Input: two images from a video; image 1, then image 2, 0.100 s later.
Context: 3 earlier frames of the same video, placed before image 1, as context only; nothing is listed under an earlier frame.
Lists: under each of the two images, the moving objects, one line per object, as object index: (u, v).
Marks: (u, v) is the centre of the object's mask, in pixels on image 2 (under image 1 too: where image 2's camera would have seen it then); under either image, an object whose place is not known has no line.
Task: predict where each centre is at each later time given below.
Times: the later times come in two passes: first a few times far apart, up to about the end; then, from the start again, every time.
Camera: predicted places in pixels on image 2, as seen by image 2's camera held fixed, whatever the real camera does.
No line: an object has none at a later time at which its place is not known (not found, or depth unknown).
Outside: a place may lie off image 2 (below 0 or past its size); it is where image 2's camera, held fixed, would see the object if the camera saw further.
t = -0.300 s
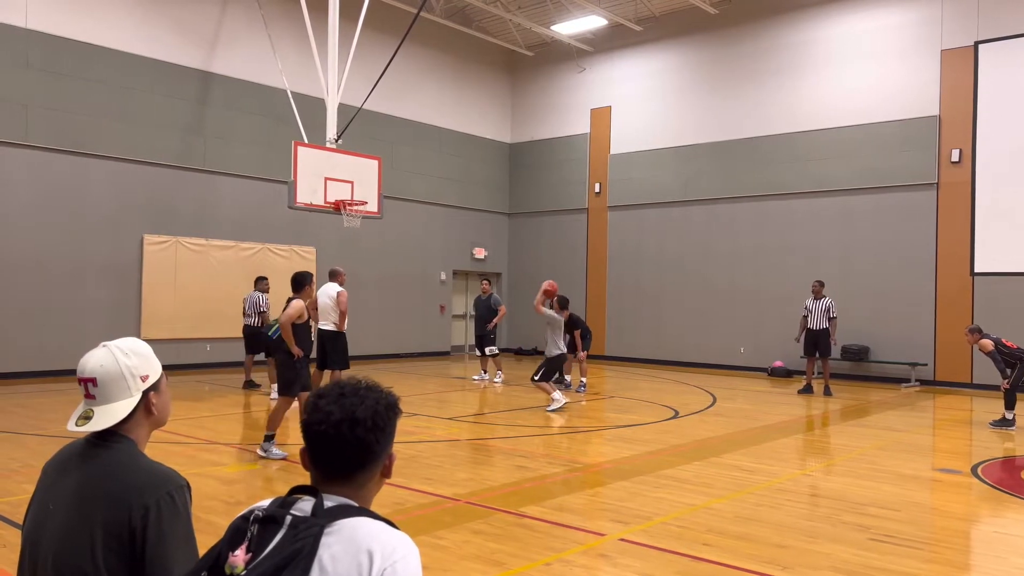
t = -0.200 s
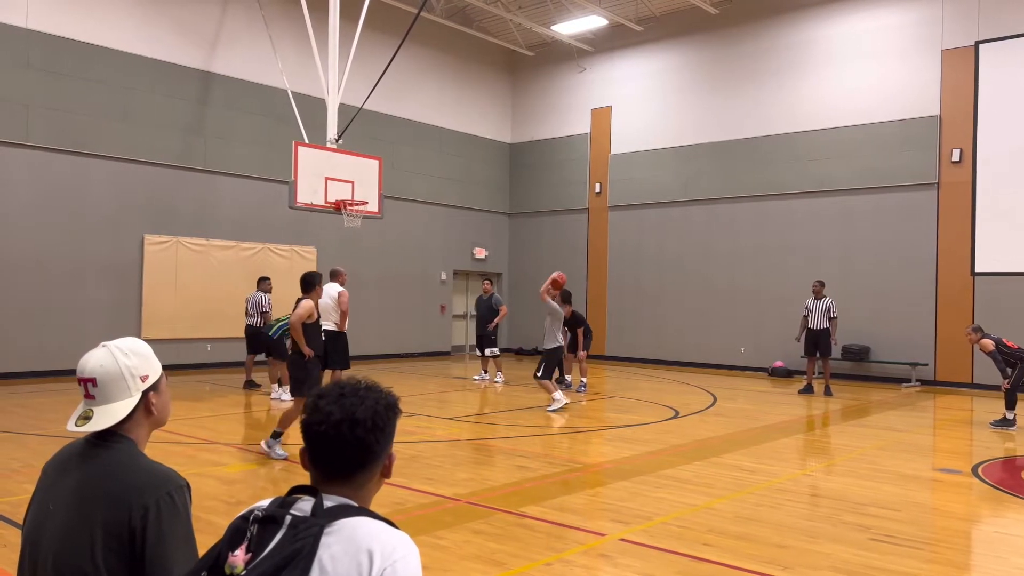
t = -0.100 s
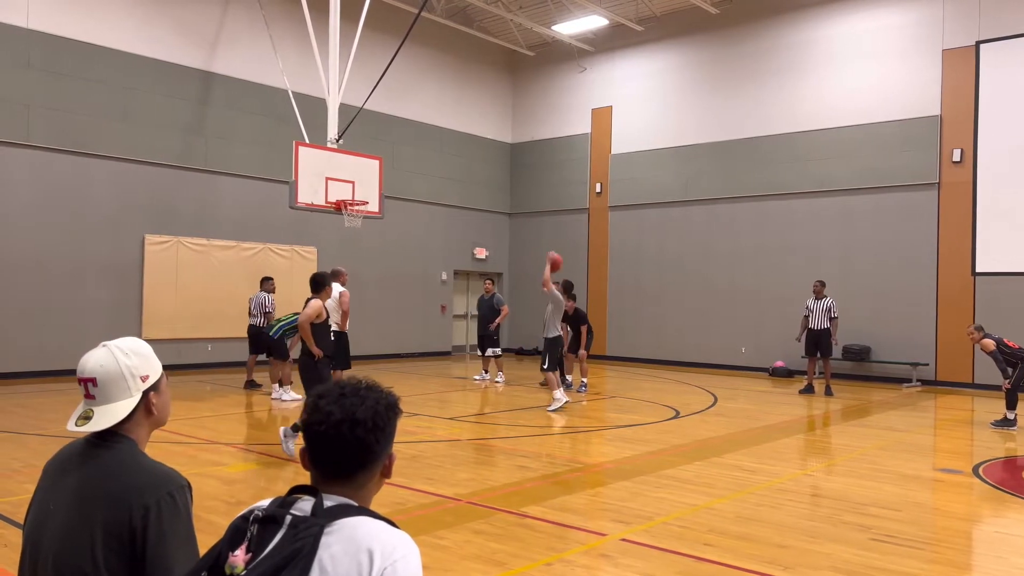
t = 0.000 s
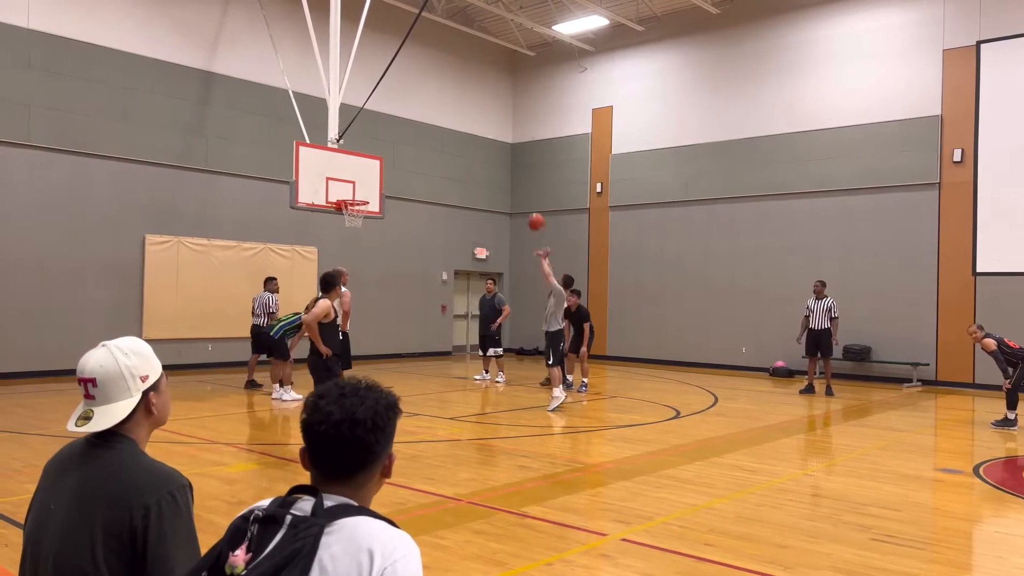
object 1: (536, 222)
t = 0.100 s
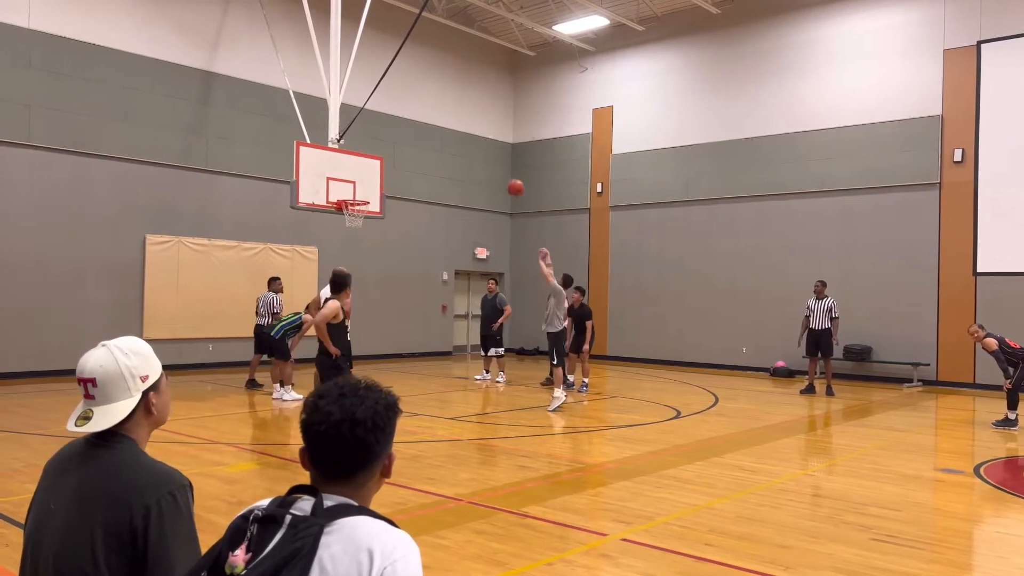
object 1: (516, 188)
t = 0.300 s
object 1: (476, 144)
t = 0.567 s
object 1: (428, 130)
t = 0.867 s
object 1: (381, 164)
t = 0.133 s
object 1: (509, 179)
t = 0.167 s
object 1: (502, 170)
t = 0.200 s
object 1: (495, 162)
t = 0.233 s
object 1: (489, 155)
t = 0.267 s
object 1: (482, 149)
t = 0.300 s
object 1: (476, 144)
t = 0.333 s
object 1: (469, 140)
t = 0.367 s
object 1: (463, 136)
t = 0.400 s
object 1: (458, 133)
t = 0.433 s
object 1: (451, 131)
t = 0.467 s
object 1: (445, 130)
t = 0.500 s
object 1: (440, 129)
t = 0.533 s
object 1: (434, 129)
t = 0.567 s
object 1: (428, 130)
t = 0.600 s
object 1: (423, 131)
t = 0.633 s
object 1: (417, 133)
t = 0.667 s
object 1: (412, 135)
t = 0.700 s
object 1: (407, 139)
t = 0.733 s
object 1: (401, 143)
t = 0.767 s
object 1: (396, 147)
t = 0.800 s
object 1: (391, 152)
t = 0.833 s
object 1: (386, 158)
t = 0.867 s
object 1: (381, 164)
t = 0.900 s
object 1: (375, 171)
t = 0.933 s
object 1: (371, 178)
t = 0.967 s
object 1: (366, 186)
